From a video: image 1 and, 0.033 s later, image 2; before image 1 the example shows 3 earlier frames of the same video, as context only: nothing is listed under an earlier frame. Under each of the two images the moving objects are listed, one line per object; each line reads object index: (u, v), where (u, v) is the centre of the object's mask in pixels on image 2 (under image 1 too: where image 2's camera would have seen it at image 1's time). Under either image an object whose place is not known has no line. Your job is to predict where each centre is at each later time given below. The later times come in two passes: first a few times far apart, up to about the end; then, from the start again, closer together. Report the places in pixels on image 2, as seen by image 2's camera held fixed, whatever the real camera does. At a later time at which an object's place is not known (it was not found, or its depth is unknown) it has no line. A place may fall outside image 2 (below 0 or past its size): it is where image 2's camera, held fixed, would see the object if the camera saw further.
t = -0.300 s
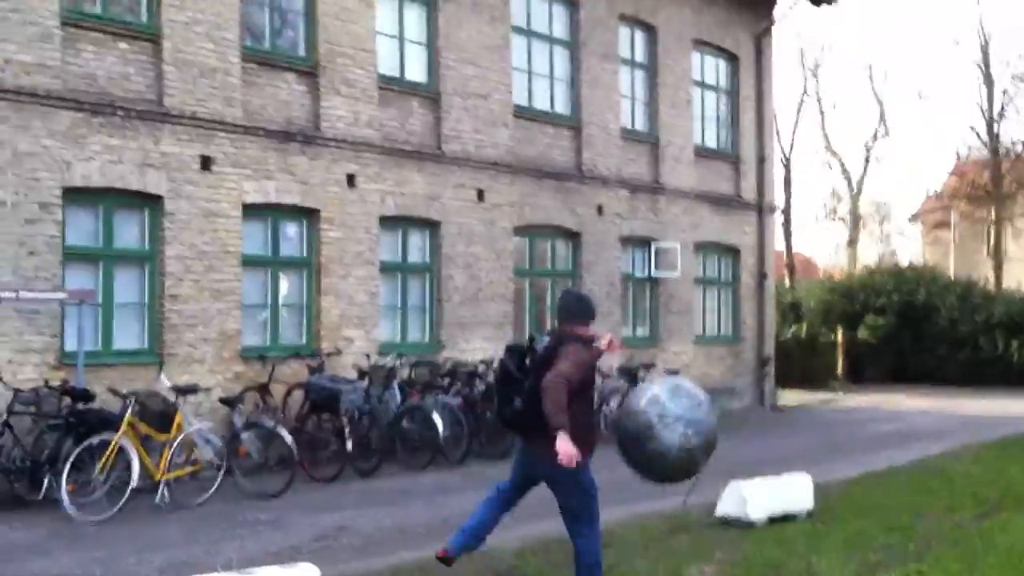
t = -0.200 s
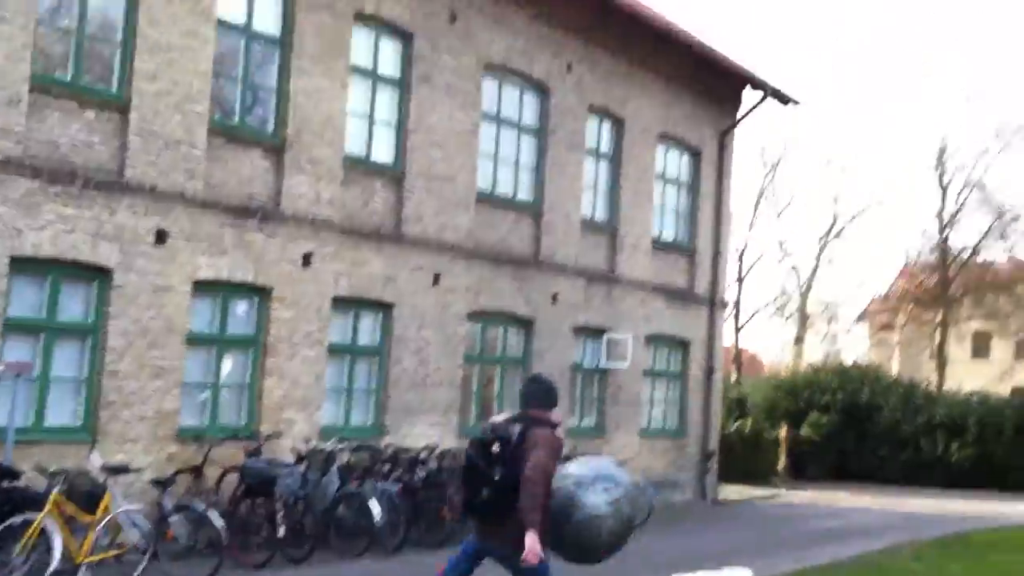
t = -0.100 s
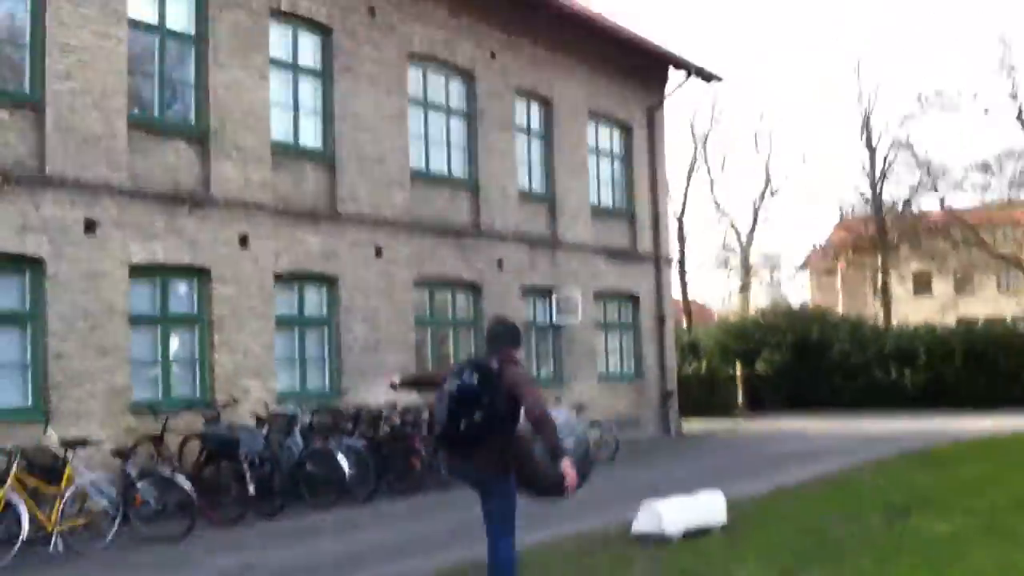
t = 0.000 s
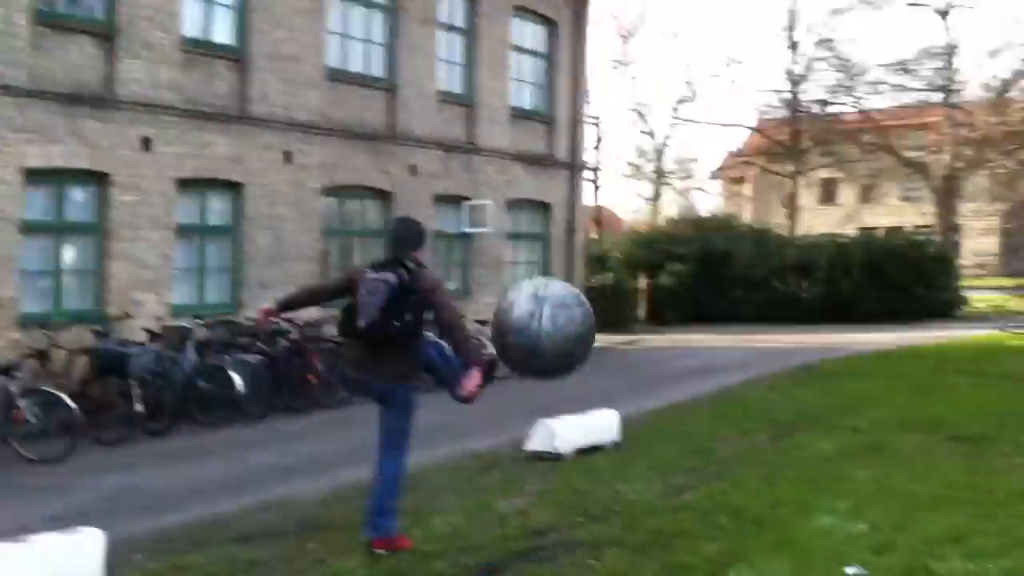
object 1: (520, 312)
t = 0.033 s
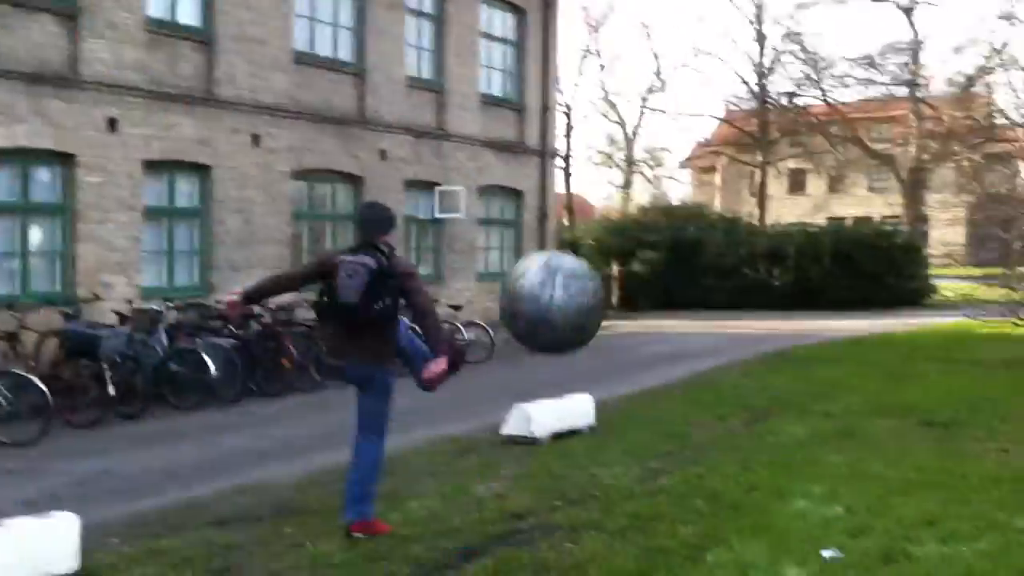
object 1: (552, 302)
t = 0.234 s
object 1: (778, 264)
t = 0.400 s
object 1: (1000, 269)
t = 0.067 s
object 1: (586, 294)
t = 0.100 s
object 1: (624, 283)
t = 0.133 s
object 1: (662, 276)
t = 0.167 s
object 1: (699, 270)
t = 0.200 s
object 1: (736, 267)
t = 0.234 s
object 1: (778, 264)
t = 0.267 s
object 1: (824, 264)
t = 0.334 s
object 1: (904, 266)
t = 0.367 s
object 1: (953, 264)
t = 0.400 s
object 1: (1000, 269)
